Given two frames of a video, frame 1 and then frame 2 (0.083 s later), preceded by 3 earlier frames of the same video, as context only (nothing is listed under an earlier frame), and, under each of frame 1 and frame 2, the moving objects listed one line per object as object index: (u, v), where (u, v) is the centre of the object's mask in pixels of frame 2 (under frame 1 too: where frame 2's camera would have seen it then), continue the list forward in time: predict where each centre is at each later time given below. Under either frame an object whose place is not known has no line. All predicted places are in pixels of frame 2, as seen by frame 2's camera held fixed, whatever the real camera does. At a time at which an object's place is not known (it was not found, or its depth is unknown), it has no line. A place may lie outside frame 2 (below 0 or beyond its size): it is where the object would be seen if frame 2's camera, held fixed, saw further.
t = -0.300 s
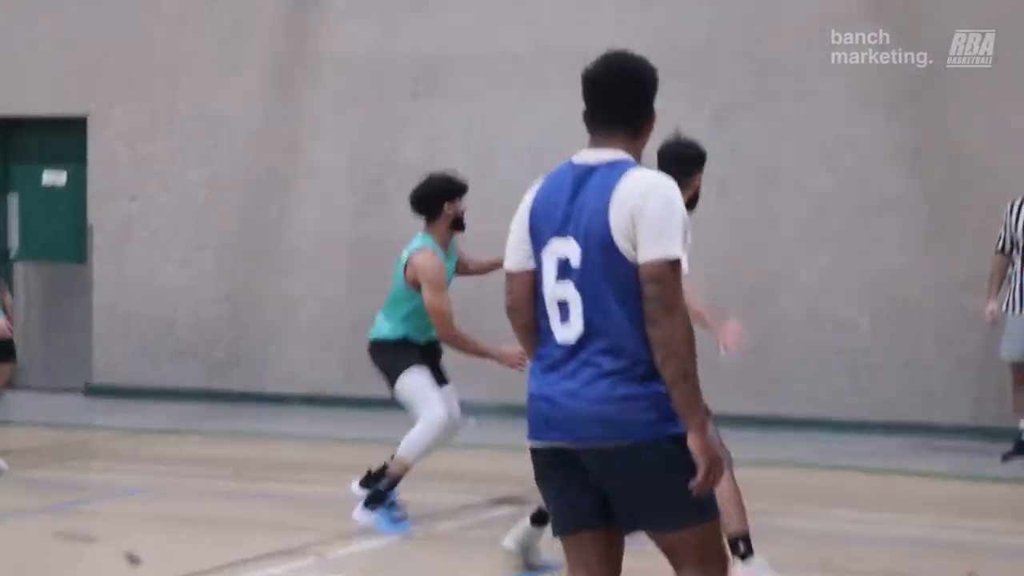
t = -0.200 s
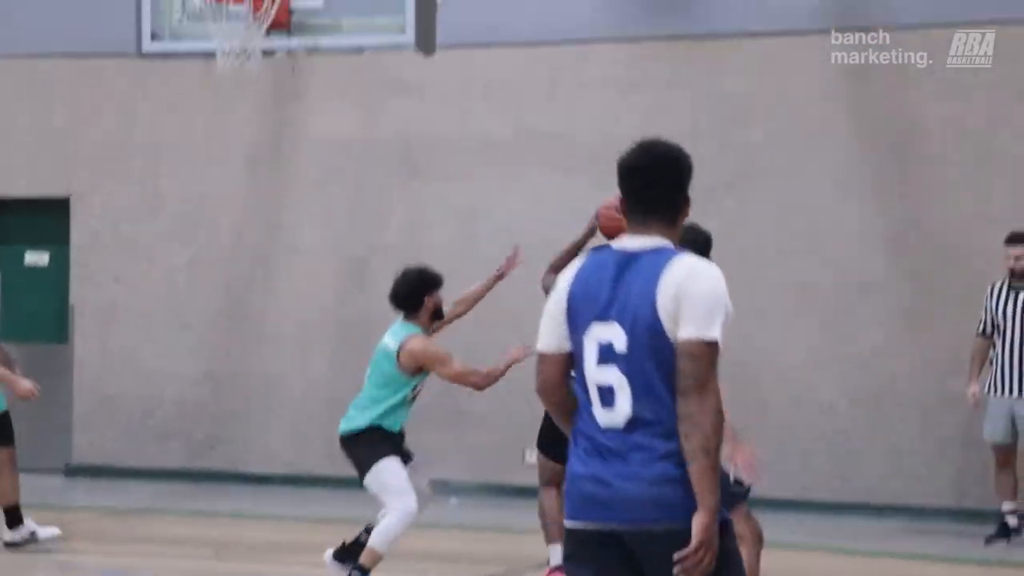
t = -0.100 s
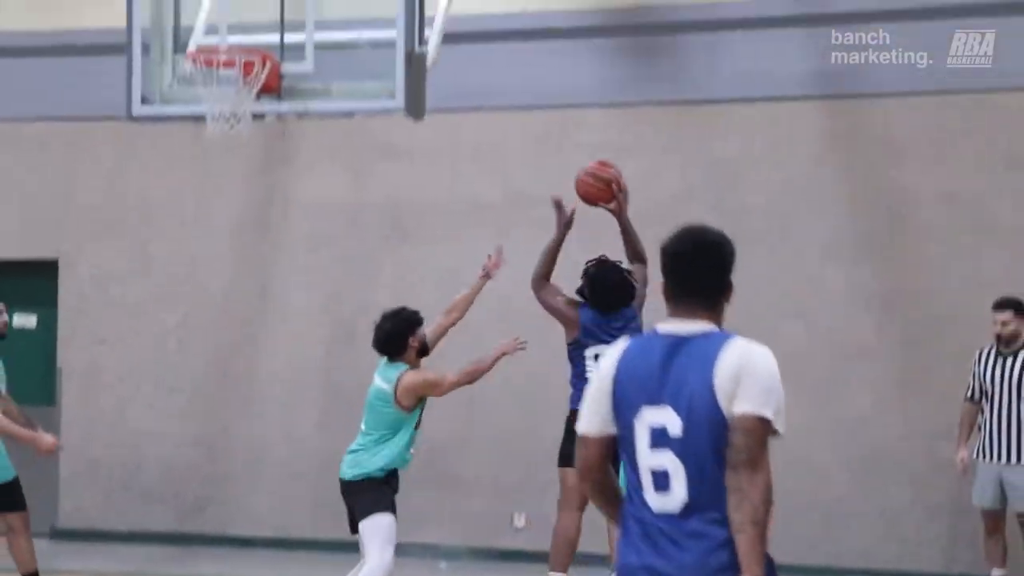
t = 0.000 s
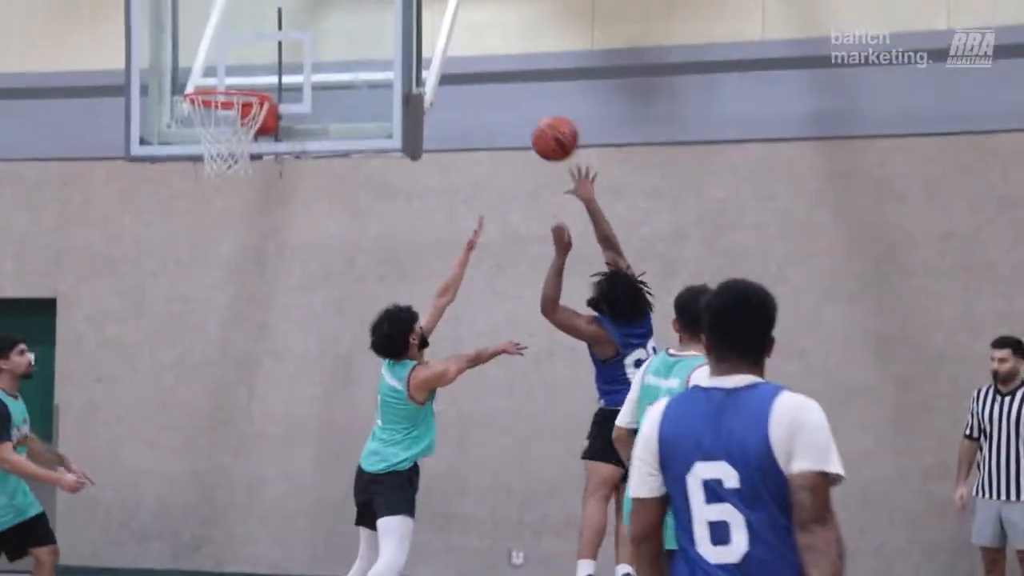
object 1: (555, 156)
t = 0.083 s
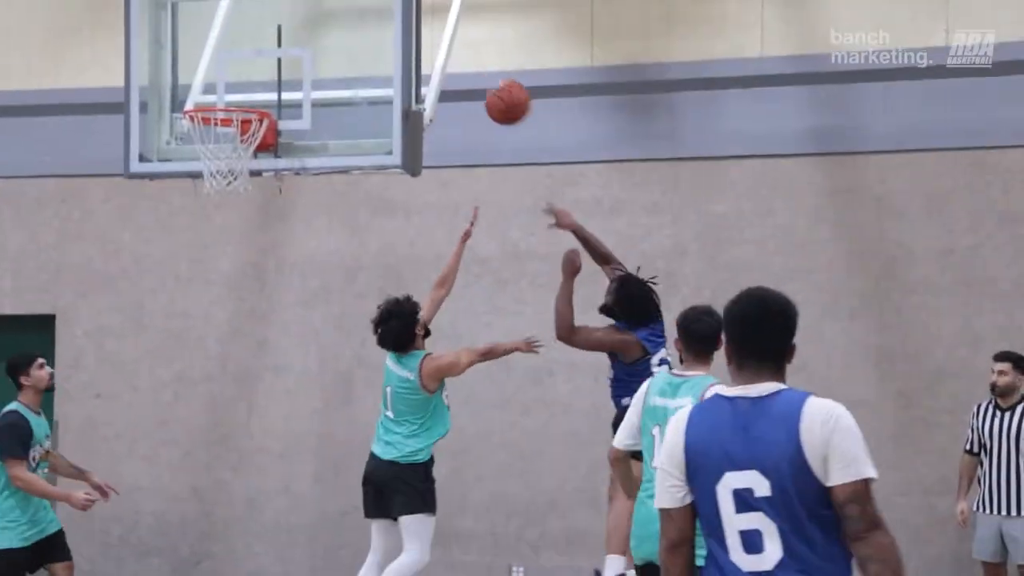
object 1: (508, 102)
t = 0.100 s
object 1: (499, 93)
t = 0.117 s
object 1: (490, 86)
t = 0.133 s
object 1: (481, 78)
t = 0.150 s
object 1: (472, 71)
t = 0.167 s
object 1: (463, 64)
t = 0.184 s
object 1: (454, 58)
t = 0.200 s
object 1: (445, 53)
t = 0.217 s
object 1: (436, 49)
